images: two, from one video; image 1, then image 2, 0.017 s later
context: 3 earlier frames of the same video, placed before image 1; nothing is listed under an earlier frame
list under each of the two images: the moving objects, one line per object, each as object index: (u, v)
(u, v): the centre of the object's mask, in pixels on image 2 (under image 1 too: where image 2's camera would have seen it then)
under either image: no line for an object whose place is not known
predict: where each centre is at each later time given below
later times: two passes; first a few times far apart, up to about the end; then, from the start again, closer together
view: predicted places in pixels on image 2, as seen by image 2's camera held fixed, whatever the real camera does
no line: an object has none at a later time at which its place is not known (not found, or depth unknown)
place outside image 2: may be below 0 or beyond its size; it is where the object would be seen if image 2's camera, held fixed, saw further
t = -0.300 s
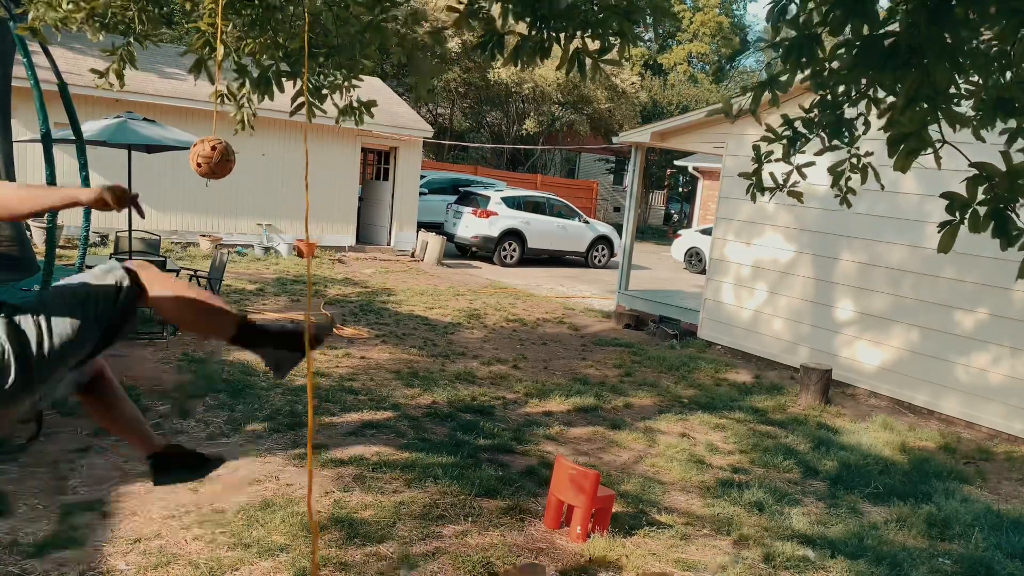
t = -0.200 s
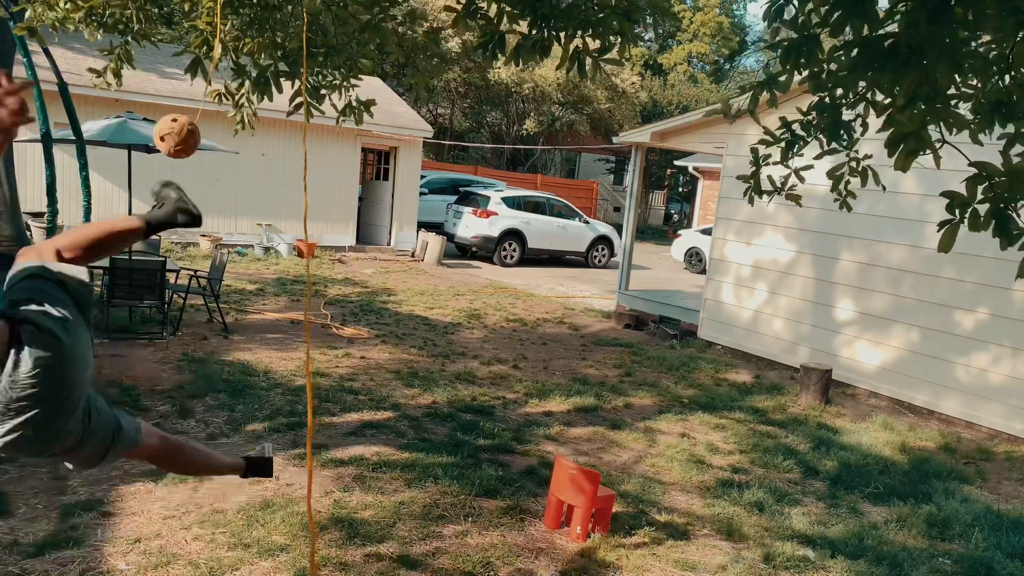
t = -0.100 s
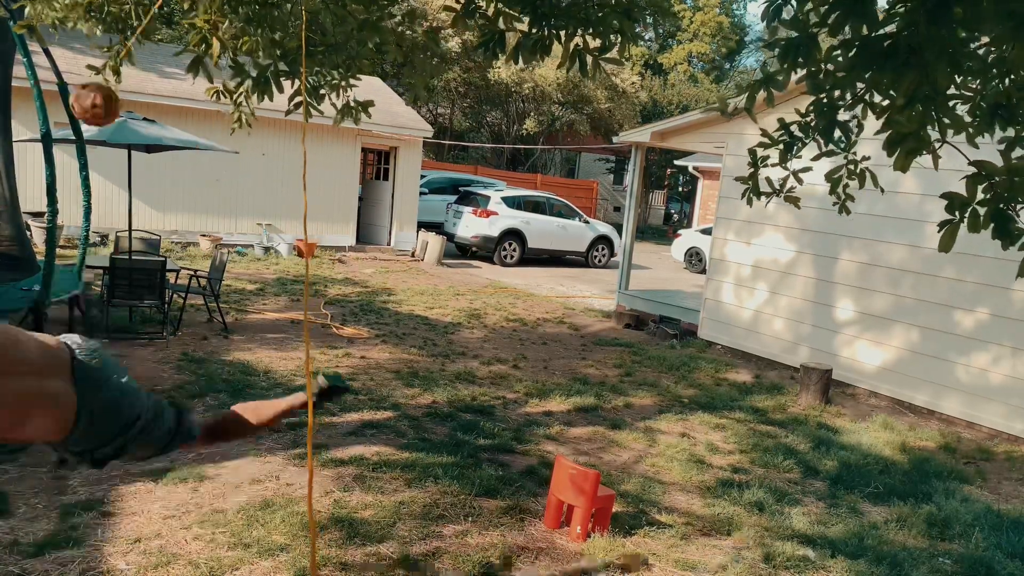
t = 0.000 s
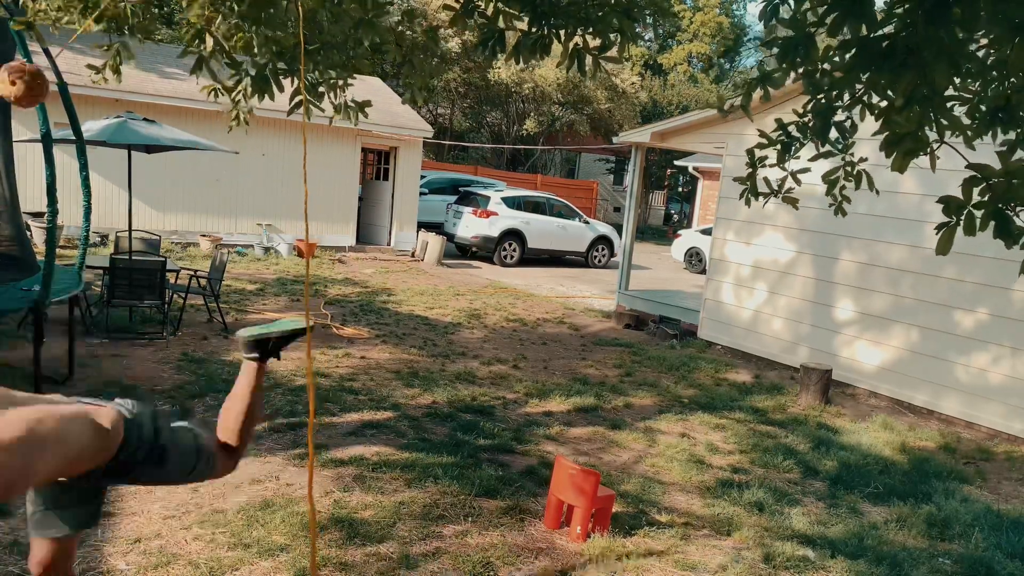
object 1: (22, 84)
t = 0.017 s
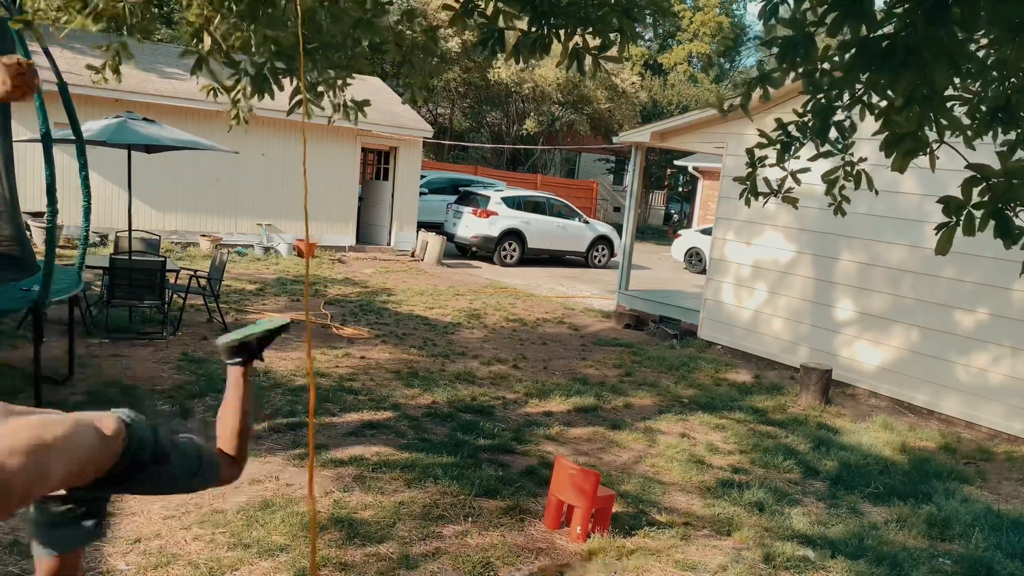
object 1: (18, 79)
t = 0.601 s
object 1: (48, 95)
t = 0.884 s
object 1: (228, 161)
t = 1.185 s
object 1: (353, 145)
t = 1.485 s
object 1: (318, 174)
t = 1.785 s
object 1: (187, 168)
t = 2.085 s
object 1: (105, 131)
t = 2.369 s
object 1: (111, 130)
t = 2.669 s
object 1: (189, 156)
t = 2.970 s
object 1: (268, 161)
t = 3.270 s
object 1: (272, 166)
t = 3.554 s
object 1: (218, 168)
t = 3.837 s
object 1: (172, 153)
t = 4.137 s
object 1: (165, 148)
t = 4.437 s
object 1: (202, 162)
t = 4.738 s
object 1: (248, 168)
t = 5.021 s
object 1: (252, 168)
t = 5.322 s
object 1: (213, 164)
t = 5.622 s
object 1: (175, 152)
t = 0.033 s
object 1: (12, 73)
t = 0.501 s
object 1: (10, 66)
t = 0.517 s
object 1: (12, 70)
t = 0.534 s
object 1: (16, 74)
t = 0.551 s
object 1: (22, 79)
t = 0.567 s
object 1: (30, 84)
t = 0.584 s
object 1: (39, 89)
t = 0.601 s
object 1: (48, 95)
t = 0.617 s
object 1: (57, 102)
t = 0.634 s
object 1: (66, 107)
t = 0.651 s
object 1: (75, 113)
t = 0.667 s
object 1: (86, 117)
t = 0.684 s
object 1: (96, 122)
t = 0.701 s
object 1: (107, 126)
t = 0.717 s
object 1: (118, 130)
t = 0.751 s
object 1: (141, 139)
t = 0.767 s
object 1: (152, 143)
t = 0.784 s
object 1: (163, 147)
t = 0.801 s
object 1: (174, 150)
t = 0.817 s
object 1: (185, 154)
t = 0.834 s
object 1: (196, 156)
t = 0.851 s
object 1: (207, 158)
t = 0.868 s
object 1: (217, 160)
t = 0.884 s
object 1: (228, 161)
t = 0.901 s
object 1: (239, 161)
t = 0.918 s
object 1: (250, 161)
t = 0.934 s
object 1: (260, 161)
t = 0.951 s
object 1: (270, 162)
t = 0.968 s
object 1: (279, 161)
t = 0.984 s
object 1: (288, 162)
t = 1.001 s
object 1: (297, 161)
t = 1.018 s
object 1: (304, 160)
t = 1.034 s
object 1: (313, 160)
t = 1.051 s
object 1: (318, 158)
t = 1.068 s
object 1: (325, 155)
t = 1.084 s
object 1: (331, 153)
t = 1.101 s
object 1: (336, 152)
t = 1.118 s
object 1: (341, 150)
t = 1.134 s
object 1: (345, 149)
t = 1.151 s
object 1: (348, 148)
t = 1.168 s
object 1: (351, 147)
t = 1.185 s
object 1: (353, 145)
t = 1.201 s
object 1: (356, 145)
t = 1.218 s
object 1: (357, 145)
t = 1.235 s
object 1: (359, 145)
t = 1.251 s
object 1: (359, 146)
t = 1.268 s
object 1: (359, 147)
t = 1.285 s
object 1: (358, 148)
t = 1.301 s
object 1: (358, 149)
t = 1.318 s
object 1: (356, 150)
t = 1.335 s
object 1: (355, 151)
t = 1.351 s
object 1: (353, 153)
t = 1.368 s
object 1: (350, 157)
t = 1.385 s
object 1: (347, 159)
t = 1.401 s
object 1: (342, 162)
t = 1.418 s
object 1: (338, 164)
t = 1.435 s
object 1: (334, 166)
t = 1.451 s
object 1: (329, 169)
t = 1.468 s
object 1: (324, 172)
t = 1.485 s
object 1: (318, 174)
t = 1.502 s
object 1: (312, 176)
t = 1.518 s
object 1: (306, 178)
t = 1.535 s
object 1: (299, 180)
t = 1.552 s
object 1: (292, 180)
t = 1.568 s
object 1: (285, 181)
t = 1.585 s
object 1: (277, 181)
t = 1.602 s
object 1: (269, 181)
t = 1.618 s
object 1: (262, 181)
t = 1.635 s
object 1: (254, 181)
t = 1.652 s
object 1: (246, 181)
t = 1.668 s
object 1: (238, 180)
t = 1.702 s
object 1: (222, 179)
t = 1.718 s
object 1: (215, 177)
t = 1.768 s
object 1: (193, 171)
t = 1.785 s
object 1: (187, 168)
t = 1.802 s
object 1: (180, 166)
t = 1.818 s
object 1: (174, 164)
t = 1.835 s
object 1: (168, 161)
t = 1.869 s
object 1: (157, 158)
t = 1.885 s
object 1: (151, 157)
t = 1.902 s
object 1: (146, 154)
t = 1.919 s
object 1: (140, 151)
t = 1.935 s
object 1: (136, 149)
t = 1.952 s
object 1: (131, 146)
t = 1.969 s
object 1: (127, 145)
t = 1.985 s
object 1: (123, 143)
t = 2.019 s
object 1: (116, 139)
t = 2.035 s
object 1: (112, 137)
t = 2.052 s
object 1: (109, 135)
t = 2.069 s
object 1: (107, 133)
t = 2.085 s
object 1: (105, 131)
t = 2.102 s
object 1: (103, 130)
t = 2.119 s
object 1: (101, 129)
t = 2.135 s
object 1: (100, 128)
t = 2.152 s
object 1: (99, 127)
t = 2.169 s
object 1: (98, 127)
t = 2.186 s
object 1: (98, 126)
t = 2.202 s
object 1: (98, 126)
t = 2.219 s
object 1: (98, 126)
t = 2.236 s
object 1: (98, 126)
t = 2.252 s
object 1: (99, 126)
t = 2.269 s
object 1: (100, 126)
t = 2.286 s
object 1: (101, 126)
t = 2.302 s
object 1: (103, 127)
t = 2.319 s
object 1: (104, 127)
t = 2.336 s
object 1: (107, 128)
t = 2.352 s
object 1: (108, 129)
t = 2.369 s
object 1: (111, 130)
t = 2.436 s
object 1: (124, 136)
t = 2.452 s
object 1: (127, 137)
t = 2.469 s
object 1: (131, 139)
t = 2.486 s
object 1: (136, 140)
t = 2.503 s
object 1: (140, 142)
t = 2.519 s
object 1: (144, 143)
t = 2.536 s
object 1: (149, 145)
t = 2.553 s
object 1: (154, 147)
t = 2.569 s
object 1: (158, 148)
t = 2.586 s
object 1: (163, 149)
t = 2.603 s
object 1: (168, 150)
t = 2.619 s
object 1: (174, 152)
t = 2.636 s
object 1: (178, 153)
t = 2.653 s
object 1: (184, 154)
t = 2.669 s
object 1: (189, 156)
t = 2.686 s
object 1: (195, 157)
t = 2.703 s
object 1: (200, 158)
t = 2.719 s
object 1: (205, 158)
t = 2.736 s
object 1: (211, 159)
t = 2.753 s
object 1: (216, 159)
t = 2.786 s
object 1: (226, 160)
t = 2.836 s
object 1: (240, 162)
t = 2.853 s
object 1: (244, 162)
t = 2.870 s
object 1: (248, 162)
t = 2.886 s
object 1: (252, 162)
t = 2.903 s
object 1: (256, 162)
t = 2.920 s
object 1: (259, 162)
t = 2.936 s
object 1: (263, 161)
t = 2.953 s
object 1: (266, 161)
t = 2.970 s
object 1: (268, 161)
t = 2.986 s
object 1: (271, 161)
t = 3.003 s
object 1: (272, 160)
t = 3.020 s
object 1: (275, 161)
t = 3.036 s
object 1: (275, 160)
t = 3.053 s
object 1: (276, 160)
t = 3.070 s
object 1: (276, 160)
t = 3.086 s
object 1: (276, 161)
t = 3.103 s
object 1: (277, 161)
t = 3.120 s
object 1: (280, 161)
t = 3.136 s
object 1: (280, 162)
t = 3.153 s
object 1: (280, 162)
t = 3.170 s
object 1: (276, 163)
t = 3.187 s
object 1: (276, 163)
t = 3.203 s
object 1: (278, 164)
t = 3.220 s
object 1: (277, 164)
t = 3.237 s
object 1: (275, 165)
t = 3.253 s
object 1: (274, 166)
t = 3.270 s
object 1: (272, 166)
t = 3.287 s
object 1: (270, 167)
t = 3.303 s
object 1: (267, 168)
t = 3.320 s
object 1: (265, 169)
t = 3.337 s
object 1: (262, 169)
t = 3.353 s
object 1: (259, 170)
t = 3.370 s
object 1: (255, 170)
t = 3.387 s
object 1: (252, 170)
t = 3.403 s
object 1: (249, 170)
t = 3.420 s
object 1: (245, 170)
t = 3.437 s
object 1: (242, 171)
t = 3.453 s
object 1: (238, 170)
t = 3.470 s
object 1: (235, 170)
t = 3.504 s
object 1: (228, 170)
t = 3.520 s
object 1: (225, 170)
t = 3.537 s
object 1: (222, 169)
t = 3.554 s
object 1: (218, 168)
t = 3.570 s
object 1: (215, 167)
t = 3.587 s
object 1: (212, 167)
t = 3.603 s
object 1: (208, 166)
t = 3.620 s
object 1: (205, 165)
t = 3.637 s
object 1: (202, 164)
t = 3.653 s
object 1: (199, 163)
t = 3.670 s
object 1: (196, 162)
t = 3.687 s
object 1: (193, 161)
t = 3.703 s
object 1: (190, 160)
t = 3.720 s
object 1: (188, 159)
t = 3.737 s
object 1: (185, 158)
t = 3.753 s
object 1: (183, 158)
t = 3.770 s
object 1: (180, 156)
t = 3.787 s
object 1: (178, 155)
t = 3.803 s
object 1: (176, 154)
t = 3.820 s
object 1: (174, 153)
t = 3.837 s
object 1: (172, 153)
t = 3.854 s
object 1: (171, 152)
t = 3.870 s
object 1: (169, 151)
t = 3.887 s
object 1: (168, 150)
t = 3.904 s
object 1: (167, 150)
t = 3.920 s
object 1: (166, 149)
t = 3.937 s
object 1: (165, 148)
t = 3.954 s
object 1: (164, 148)
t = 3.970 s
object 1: (163, 148)
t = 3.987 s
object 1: (163, 147)
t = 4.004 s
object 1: (163, 147)
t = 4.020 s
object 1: (163, 147)
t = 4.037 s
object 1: (163, 147)
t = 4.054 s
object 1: (163, 147)
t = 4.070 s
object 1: (163, 147)
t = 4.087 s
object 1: (163, 147)
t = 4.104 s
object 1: (164, 147)
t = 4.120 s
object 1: (164, 148)
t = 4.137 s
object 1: (165, 148)
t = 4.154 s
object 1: (166, 149)
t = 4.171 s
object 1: (167, 149)
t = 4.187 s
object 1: (168, 150)
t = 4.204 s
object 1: (170, 150)
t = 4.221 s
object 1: (171, 151)
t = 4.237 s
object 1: (173, 151)
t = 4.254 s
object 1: (175, 153)
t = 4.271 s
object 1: (177, 153)
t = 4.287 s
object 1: (179, 154)
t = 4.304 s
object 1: (181, 155)
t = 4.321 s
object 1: (184, 155)
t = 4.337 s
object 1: (186, 156)
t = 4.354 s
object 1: (188, 157)
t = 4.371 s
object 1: (191, 158)
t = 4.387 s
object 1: (194, 159)
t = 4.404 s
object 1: (196, 160)
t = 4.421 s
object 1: (200, 161)
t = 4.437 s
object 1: (202, 162)
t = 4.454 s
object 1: (204, 162)
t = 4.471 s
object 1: (208, 163)
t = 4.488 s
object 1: (210, 164)
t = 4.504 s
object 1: (214, 164)
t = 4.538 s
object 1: (219, 165)
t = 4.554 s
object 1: (222, 165)
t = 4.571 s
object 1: (224, 166)
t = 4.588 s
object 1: (227, 166)
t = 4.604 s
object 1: (230, 166)
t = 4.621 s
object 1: (232, 166)
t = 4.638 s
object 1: (235, 167)
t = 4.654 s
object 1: (238, 167)
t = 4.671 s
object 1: (240, 167)
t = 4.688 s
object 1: (242, 167)
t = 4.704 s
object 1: (244, 168)
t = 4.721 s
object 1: (246, 168)
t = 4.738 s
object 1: (248, 168)
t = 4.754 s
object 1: (250, 168)
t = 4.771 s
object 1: (251, 168)
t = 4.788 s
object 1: (252, 168)
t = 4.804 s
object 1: (253, 168)
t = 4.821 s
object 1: (254, 168)
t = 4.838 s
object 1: (256, 168)
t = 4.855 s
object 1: (256, 168)
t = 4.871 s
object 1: (256, 168)
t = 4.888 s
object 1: (256, 168)
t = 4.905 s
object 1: (257, 168)
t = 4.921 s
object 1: (256, 168)
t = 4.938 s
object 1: (256, 168)
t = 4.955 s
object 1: (256, 168)
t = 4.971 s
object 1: (255, 168)
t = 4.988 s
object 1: (254, 168)
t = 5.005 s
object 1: (253, 168)
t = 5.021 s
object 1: (252, 168)
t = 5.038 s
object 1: (251, 168)
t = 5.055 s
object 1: (249, 168)
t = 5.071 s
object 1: (248, 168)
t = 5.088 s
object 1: (247, 168)
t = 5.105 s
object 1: (244, 168)
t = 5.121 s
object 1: (242, 168)
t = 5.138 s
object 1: (240, 167)
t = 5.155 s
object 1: (238, 168)
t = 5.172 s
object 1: (236, 168)
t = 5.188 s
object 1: (234, 167)
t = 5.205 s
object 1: (231, 167)
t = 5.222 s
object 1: (229, 167)
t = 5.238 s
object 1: (226, 167)
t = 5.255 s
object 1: (224, 166)
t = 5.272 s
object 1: (221, 166)
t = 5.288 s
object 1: (219, 166)
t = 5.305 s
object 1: (216, 165)
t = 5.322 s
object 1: (213, 164)
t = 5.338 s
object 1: (211, 164)
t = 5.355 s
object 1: (208, 164)
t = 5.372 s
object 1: (206, 163)
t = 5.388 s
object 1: (203, 162)
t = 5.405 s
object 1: (201, 161)
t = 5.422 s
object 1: (198, 161)
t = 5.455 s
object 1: (194, 159)
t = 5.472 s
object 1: (192, 158)
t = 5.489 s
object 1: (189, 158)
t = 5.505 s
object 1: (187, 157)
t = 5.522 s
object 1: (185, 156)
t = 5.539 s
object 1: (184, 155)
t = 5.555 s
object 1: (182, 155)
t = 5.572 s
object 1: (180, 154)
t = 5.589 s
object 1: (178, 153)
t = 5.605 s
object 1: (177, 153)
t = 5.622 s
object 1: (175, 152)
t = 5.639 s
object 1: (174, 151)
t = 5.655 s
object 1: (173, 151)
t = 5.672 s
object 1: (172, 150)
